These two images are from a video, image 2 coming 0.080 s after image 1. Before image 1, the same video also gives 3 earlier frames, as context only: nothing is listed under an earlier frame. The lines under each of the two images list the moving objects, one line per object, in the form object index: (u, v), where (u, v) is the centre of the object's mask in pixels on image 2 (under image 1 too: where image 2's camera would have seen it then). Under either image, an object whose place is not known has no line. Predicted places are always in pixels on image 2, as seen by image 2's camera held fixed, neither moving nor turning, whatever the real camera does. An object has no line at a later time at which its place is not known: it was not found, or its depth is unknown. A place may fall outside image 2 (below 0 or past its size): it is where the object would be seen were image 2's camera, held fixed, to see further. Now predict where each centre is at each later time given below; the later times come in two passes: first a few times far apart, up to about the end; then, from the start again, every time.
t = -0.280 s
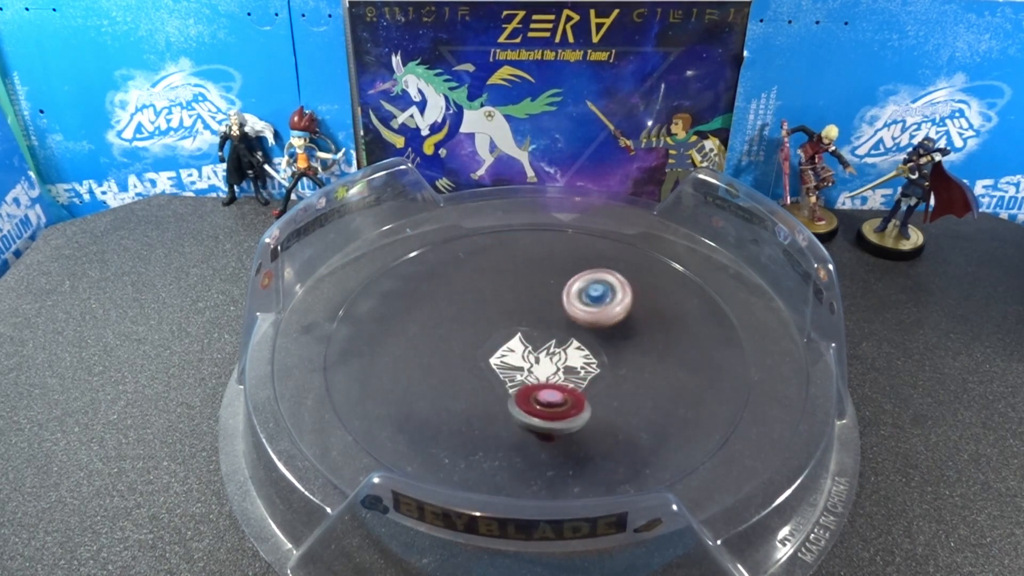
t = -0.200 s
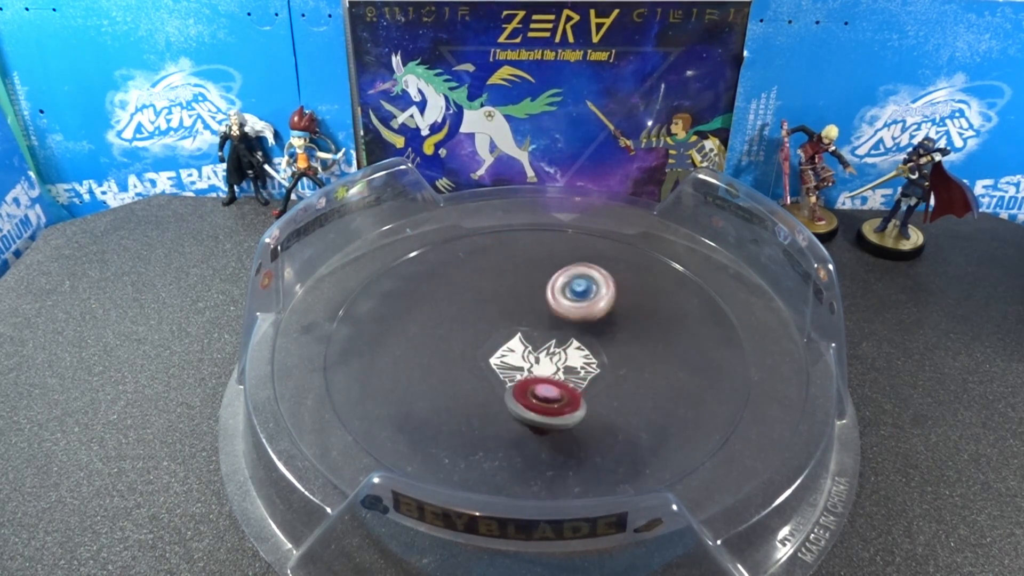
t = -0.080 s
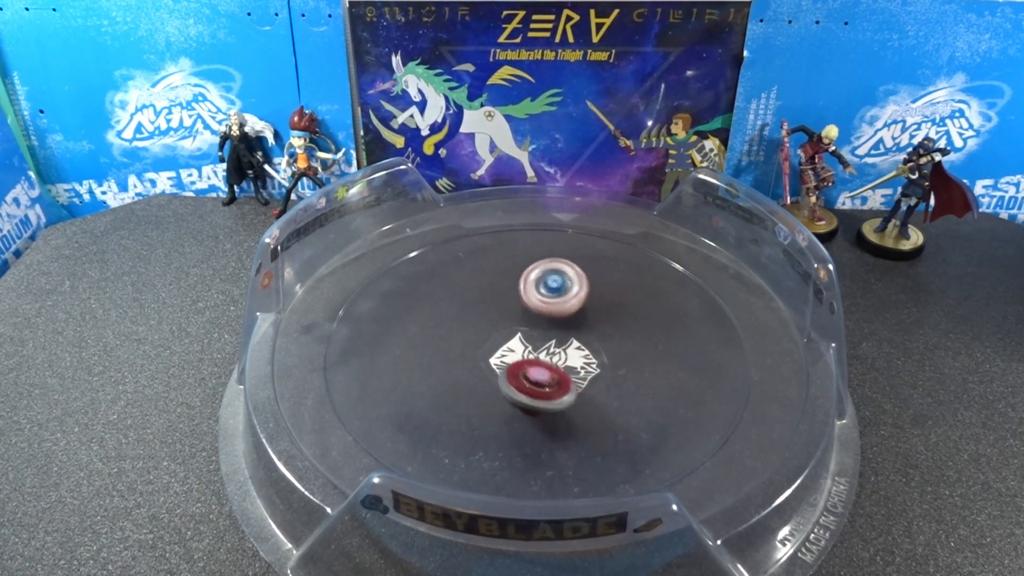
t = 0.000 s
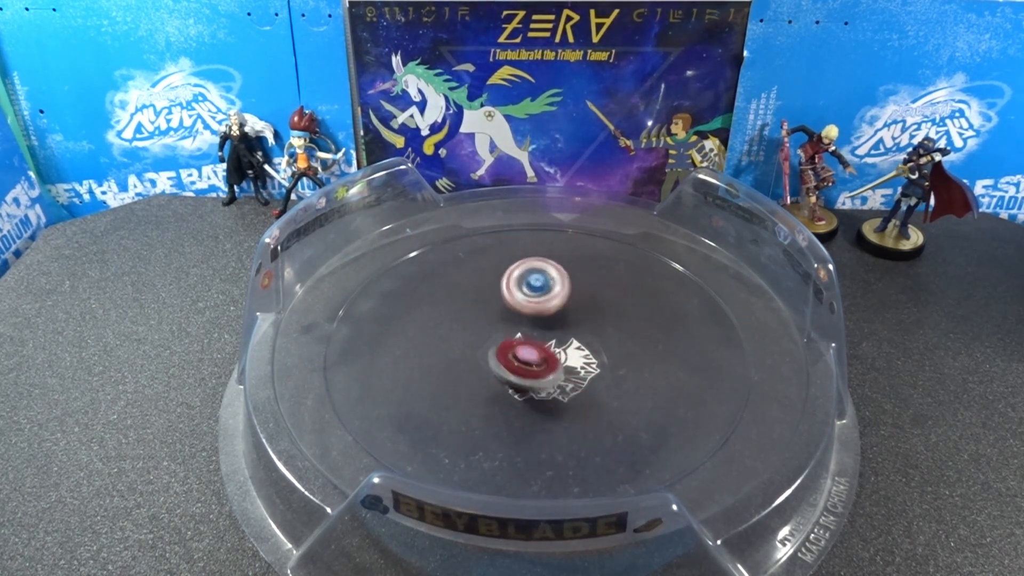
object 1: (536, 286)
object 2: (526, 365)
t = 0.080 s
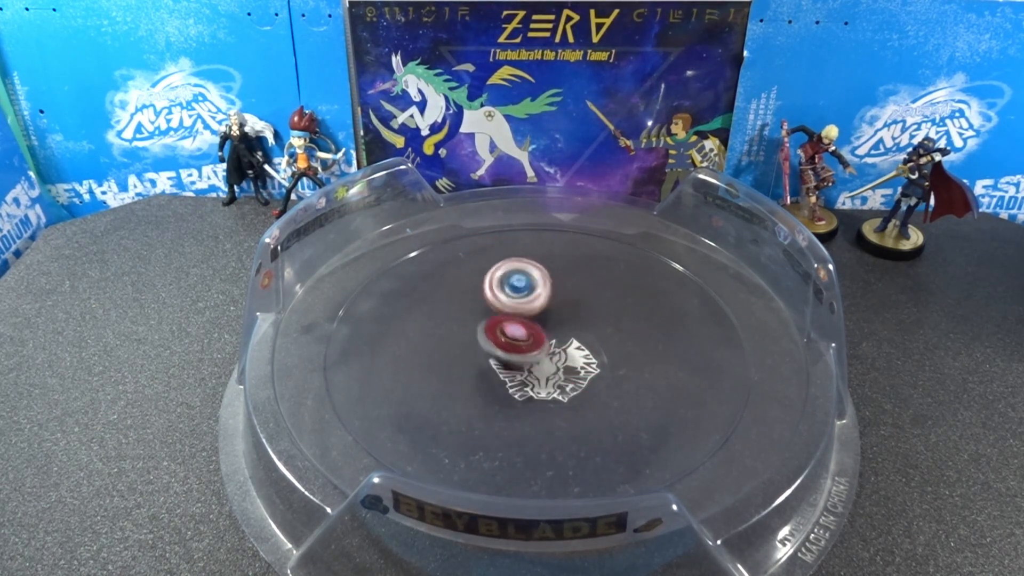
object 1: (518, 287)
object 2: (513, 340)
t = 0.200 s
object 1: (503, 275)
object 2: (493, 335)
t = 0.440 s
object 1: (494, 285)
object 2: (487, 342)
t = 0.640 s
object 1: (495, 308)
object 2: (494, 358)
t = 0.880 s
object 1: (508, 321)
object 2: (533, 407)
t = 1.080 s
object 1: (505, 353)
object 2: (550, 408)
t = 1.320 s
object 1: (475, 363)
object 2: (560, 394)
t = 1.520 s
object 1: (491, 351)
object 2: (575, 365)
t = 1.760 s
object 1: (519, 333)
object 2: (624, 306)
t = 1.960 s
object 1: (552, 355)
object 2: (607, 294)
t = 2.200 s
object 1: (524, 374)
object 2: (580, 298)
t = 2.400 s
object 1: (514, 355)
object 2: (549, 302)
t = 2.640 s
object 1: (521, 358)
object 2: (535, 295)
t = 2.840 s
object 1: (511, 374)
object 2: (530, 288)
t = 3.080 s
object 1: (512, 364)
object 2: (527, 298)
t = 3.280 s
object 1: (537, 368)
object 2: (525, 312)
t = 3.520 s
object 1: (550, 373)
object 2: (508, 325)
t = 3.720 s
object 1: (553, 367)
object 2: (495, 330)
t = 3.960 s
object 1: (572, 359)
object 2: (480, 326)
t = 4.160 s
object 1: (569, 351)
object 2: (487, 328)
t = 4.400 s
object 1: (574, 339)
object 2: (485, 332)
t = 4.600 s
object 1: (568, 337)
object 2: (488, 339)
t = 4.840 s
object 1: (565, 335)
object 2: (479, 346)
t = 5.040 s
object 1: (552, 339)
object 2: (482, 349)
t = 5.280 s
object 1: (547, 336)
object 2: (478, 353)
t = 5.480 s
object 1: (556, 333)
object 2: (476, 355)
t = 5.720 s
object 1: (561, 341)
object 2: (484, 361)
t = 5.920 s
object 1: (552, 345)
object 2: (484, 365)
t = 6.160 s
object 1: (553, 343)
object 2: (488, 367)
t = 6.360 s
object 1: (564, 335)
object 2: (492, 366)
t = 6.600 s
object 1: (568, 335)
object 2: (513, 368)
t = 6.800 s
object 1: (564, 333)
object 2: (525, 375)
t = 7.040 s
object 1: (551, 325)
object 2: (522, 376)
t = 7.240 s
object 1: (540, 317)
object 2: (517, 368)
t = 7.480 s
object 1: (537, 312)
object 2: (529, 361)
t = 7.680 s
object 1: (530, 313)
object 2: (544, 370)
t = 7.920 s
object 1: (521, 321)
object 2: (546, 371)
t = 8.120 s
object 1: (502, 333)
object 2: (552, 375)
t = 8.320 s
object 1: (483, 336)
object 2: (555, 375)
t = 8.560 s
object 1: (490, 335)
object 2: (569, 372)
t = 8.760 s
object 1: (488, 331)
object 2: (612, 365)
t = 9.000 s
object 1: (511, 337)
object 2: (618, 354)
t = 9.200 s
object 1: (526, 340)
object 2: (602, 332)
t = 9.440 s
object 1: (527, 341)
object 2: (592, 305)
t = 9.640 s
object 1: (526, 346)
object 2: (571, 303)
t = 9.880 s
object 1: (523, 356)
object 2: (533, 303)
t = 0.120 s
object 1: (511, 284)
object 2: (504, 332)
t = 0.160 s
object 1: (507, 277)
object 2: (497, 335)
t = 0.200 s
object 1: (503, 275)
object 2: (493, 335)
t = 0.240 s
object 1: (499, 275)
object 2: (491, 333)
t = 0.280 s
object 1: (496, 277)
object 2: (489, 332)
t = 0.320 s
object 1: (494, 279)
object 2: (488, 331)
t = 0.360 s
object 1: (493, 282)
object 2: (488, 331)
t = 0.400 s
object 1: (493, 283)
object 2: (487, 338)
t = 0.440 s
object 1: (494, 285)
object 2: (487, 342)
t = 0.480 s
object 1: (496, 289)
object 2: (488, 343)
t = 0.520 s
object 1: (496, 294)
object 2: (490, 345)
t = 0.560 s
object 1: (496, 300)
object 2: (492, 348)
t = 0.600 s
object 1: (496, 304)
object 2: (493, 353)
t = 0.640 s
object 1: (495, 308)
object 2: (494, 358)
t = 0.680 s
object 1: (496, 309)
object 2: (498, 371)
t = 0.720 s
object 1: (498, 309)
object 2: (504, 382)
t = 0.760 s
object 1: (500, 310)
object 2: (511, 391)
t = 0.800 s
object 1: (502, 313)
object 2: (519, 399)
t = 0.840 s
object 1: (505, 316)
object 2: (528, 404)
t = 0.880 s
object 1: (508, 321)
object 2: (533, 407)
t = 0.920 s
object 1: (510, 327)
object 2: (538, 408)
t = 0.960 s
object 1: (511, 334)
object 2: (541, 409)
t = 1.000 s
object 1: (510, 340)
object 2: (544, 409)
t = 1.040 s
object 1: (508, 347)
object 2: (547, 409)
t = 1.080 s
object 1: (505, 353)
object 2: (550, 408)
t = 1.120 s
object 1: (501, 358)
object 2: (553, 407)
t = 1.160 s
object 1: (495, 362)
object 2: (554, 405)
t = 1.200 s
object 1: (488, 365)
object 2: (555, 403)
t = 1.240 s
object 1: (482, 366)
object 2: (557, 400)
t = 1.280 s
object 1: (477, 365)
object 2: (558, 397)
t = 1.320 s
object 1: (475, 363)
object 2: (560, 394)
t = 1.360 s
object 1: (476, 361)
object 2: (561, 390)
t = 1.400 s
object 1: (479, 359)
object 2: (562, 385)
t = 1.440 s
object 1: (484, 356)
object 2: (564, 378)
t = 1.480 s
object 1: (489, 355)
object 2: (564, 371)
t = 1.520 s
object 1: (491, 351)
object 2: (575, 365)
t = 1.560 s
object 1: (487, 345)
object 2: (595, 357)
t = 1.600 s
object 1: (489, 339)
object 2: (608, 348)
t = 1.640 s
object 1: (493, 336)
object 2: (617, 335)
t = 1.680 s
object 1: (500, 333)
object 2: (622, 325)
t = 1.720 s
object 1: (509, 333)
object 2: (625, 314)
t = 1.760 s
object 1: (519, 333)
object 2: (624, 306)
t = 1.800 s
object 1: (528, 336)
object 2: (622, 300)
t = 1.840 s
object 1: (536, 339)
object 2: (619, 297)
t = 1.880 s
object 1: (543, 344)
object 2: (616, 295)
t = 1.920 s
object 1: (548, 349)
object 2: (612, 294)
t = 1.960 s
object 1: (552, 355)
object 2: (607, 294)
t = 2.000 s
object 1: (553, 361)
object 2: (603, 294)
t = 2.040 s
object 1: (551, 368)
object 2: (599, 294)
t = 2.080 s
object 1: (547, 373)
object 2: (594, 295)
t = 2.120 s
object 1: (540, 377)
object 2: (590, 296)
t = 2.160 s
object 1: (532, 377)
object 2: (586, 297)
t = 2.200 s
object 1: (524, 374)
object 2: (580, 298)
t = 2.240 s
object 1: (517, 369)
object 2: (576, 299)
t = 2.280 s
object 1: (516, 364)
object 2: (568, 303)
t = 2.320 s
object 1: (516, 358)
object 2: (559, 305)
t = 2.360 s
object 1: (518, 354)
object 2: (550, 307)
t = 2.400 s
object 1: (514, 355)
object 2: (549, 302)
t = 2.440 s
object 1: (515, 355)
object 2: (546, 302)
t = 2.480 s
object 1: (515, 353)
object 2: (543, 300)
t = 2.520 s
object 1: (516, 353)
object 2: (540, 300)
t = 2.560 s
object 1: (518, 352)
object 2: (537, 300)
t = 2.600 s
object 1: (521, 352)
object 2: (535, 300)
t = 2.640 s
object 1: (521, 358)
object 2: (535, 295)
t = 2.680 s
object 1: (520, 362)
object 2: (534, 291)
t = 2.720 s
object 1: (519, 367)
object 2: (533, 288)
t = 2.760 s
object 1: (516, 371)
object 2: (531, 288)
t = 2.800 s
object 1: (514, 373)
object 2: (530, 288)
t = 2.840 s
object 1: (511, 374)
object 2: (530, 288)
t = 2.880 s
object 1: (510, 374)
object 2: (529, 288)
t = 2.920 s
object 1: (508, 374)
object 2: (530, 289)
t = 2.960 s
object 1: (508, 373)
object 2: (530, 290)
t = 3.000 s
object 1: (508, 370)
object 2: (530, 293)
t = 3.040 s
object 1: (509, 368)
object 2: (529, 296)
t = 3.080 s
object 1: (512, 364)
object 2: (527, 298)
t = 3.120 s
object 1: (516, 362)
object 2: (526, 302)
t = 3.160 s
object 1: (522, 361)
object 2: (526, 305)
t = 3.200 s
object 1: (527, 363)
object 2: (527, 307)
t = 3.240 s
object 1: (532, 365)
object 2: (526, 311)
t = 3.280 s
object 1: (537, 368)
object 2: (525, 312)
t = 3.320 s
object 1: (540, 369)
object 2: (522, 314)
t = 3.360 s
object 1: (543, 371)
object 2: (520, 316)
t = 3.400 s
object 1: (545, 371)
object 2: (518, 319)
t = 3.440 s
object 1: (546, 372)
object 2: (514, 322)
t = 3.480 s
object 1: (549, 373)
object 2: (511, 324)
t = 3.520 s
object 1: (550, 373)
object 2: (508, 325)
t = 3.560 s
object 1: (551, 373)
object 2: (504, 327)
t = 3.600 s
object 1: (551, 372)
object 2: (502, 328)
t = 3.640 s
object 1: (552, 371)
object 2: (498, 329)
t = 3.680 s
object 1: (552, 369)
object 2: (497, 330)
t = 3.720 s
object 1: (553, 367)
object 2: (495, 330)
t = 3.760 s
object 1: (556, 364)
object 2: (491, 329)
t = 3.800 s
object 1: (560, 363)
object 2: (485, 328)
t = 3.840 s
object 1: (564, 362)
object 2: (483, 327)
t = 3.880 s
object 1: (568, 361)
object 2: (481, 326)
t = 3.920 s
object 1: (571, 359)
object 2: (481, 326)
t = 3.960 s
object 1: (572, 359)
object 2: (480, 326)
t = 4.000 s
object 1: (574, 357)
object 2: (481, 327)
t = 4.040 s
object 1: (573, 357)
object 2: (481, 326)
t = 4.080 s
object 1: (573, 355)
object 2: (483, 327)
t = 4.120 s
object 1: (571, 354)
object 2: (485, 327)
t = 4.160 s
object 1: (569, 351)
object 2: (487, 328)
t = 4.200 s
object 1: (567, 349)
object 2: (490, 329)
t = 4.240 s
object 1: (565, 347)
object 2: (493, 330)
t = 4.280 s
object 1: (569, 345)
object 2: (488, 329)
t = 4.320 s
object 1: (571, 341)
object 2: (486, 329)
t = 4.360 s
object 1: (573, 340)
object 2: (485, 330)
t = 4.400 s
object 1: (574, 339)
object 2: (485, 332)
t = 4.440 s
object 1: (575, 339)
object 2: (485, 334)
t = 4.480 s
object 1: (574, 337)
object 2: (485, 335)
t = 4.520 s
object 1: (573, 337)
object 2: (485, 336)
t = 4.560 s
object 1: (571, 337)
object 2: (486, 338)
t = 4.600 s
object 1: (568, 337)
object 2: (488, 339)
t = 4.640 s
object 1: (564, 337)
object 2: (489, 340)
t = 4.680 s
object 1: (563, 337)
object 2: (488, 342)
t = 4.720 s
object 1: (564, 336)
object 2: (481, 343)
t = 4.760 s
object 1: (565, 336)
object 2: (479, 344)
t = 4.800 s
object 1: (565, 336)
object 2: (478, 344)
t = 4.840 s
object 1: (565, 335)
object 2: (479, 346)
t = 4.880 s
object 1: (563, 336)
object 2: (479, 346)
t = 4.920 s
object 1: (562, 337)
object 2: (478, 348)
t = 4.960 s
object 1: (560, 337)
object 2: (480, 347)
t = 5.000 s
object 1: (556, 337)
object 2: (481, 349)
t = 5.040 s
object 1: (552, 339)
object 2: (482, 349)
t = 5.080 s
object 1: (553, 339)
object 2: (476, 350)
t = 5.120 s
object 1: (552, 337)
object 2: (475, 350)
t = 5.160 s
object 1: (551, 336)
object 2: (475, 351)
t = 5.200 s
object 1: (550, 336)
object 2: (476, 353)
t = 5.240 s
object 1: (549, 335)
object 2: (476, 352)
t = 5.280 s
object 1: (547, 336)
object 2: (478, 353)
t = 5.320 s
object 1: (547, 336)
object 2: (478, 353)
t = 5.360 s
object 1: (546, 335)
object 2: (479, 353)
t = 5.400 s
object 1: (547, 335)
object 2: (479, 354)
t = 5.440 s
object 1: (552, 333)
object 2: (474, 354)
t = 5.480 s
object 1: (556, 333)
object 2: (476, 355)
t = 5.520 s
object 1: (558, 333)
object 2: (477, 357)
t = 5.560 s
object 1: (561, 333)
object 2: (478, 358)
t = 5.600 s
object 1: (562, 335)
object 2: (479, 359)
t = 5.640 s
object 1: (563, 337)
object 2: (480, 359)
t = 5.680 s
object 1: (562, 339)
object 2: (482, 360)
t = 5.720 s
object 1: (561, 341)
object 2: (484, 361)
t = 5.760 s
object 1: (558, 343)
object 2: (486, 362)
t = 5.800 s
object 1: (556, 345)
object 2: (488, 362)
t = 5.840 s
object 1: (554, 346)
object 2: (486, 363)
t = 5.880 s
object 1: (553, 345)
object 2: (483, 364)
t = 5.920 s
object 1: (552, 345)
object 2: (484, 365)
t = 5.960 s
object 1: (551, 345)
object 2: (484, 366)
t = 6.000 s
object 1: (552, 343)
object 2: (482, 366)
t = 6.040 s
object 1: (553, 343)
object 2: (483, 366)
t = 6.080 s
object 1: (554, 343)
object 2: (486, 367)
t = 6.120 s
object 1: (554, 342)
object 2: (486, 366)
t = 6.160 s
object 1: (553, 343)
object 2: (488, 367)
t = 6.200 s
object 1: (553, 342)
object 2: (490, 366)
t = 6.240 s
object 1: (555, 341)
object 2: (489, 367)
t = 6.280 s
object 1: (559, 338)
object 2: (486, 366)
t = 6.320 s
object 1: (561, 337)
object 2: (489, 365)
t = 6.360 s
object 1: (564, 335)
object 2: (492, 366)
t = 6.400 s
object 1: (566, 334)
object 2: (492, 367)
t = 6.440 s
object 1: (568, 334)
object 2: (494, 368)
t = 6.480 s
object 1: (570, 334)
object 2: (497, 367)
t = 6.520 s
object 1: (569, 334)
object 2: (502, 368)
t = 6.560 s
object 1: (569, 336)
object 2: (507, 368)
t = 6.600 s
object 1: (568, 335)
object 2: (513, 368)
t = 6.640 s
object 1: (568, 335)
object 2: (518, 370)
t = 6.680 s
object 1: (567, 335)
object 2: (521, 370)
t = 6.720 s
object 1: (567, 334)
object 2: (521, 374)
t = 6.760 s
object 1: (566, 333)
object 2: (524, 374)
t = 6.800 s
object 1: (564, 333)
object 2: (525, 375)
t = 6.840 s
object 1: (561, 333)
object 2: (525, 375)
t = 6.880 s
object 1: (559, 332)
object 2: (526, 375)
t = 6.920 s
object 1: (557, 330)
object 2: (524, 378)
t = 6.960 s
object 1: (554, 328)
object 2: (522, 377)
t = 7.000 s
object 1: (553, 327)
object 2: (522, 377)
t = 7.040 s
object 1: (551, 325)
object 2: (522, 376)
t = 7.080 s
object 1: (548, 324)
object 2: (521, 375)
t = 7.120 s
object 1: (546, 323)
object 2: (522, 374)
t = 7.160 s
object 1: (543, 322)
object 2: (523, 370)
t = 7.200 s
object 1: (542, 319)
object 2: (523, 369)
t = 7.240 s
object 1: (540, 317)
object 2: (517, 368)
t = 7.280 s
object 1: (539, 314)
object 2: (519, 365)
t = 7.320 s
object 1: (538, 313)
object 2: (523, 364)
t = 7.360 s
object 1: (538, 312)
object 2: (525, 363)
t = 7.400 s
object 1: (538, 312)
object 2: (526, 363)
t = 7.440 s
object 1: (537, 312)
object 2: (527, 363)
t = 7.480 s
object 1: (537, 312)
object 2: (529, 361)
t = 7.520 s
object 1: (535, 312)
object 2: (532, 361)
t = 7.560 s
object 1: (534, 313)
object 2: (534, 361)
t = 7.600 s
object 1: (532, 312)
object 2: (536, 366)
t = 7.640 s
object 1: (531, 312)
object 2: (540, 367)
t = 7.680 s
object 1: (530, 313)
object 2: (544, 370)
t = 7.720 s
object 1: (529, 313)
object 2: (544, 372)
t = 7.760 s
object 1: (528, 313)
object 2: (545, 372)
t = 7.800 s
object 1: (526, 315)
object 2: (545, 373)
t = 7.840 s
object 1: (525, 316)
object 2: (546, 371)
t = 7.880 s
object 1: (523, 319)
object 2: (547, 371)
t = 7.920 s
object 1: (521, 321)
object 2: (546, 371)
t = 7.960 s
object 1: (519, 323)
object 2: (546, 369)
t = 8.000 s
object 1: (514, 325)
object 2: (546, 369)
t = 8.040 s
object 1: (510, 327)
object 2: (545, 372)
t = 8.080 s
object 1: (506, 331)
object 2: (546, 375)
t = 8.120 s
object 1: (502, 333)
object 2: (552, 375)
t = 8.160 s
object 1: (498, 335)
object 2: (556, 377)
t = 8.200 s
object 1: (493, 336)
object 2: (557, 379)
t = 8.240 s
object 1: (488, 336)
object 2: (554, 379)
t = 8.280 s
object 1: (485, 336)
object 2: (553, 378)
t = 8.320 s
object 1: (483, 336)
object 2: (555, 375)
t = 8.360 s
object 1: (484, 336)
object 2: (553, 376)
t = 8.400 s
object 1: (486, 336)
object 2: (551, 374)
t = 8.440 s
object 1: (489, 337)
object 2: (550, 371)
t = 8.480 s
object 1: (491, 338)
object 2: (552, 369)
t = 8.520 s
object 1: (493, 338)
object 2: (552, 366)
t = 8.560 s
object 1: (490, 335)
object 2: (569, 372)
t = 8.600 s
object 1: (487, 334)
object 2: (579, 373)
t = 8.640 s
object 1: (488, 334)
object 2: (590, 370)
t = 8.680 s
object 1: (489, 332)
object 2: (599, 369)
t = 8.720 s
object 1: (487, 331)
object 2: (607, 368)
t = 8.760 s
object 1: (488, 331)
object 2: (612, 365)
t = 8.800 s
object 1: (491, 331)
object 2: (616, 362)
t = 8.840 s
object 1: (493, 331)
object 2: (618, 361)
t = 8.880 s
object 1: (498, 332)
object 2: (619, 359)
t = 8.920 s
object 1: (503, 334)
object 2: (619, 359)
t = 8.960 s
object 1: (507, 335)
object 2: (618, 357)
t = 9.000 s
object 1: (511, 337)
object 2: (618, 354)
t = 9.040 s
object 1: (517, 338)
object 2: (615, 351)
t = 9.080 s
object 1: (521, 339)
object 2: (611, 347)
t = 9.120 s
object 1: (525, 339)
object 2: (608, 343)
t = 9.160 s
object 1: (528, 339)
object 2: (601, 337)
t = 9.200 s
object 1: (526, 340)
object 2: (602, 332)
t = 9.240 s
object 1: (527, 341)
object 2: (602, 327)
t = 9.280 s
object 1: (531, 340)
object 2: (598, 320)
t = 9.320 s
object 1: (529, 339)
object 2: (599, 315)
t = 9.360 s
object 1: (527, 340)
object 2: (599, 310)
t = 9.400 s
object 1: (528, 341)
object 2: (597, 307)
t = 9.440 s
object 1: (527, 341)
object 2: (592, 305)
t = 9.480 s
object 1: (526, 342)
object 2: (590, 303)
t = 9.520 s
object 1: (526, 342)
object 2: (587, 303)
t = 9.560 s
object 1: (525, 344)
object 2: (583, 301)
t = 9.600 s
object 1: (525, 345)
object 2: (580, 301)
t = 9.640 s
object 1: (526, 346)
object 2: (571, 303)
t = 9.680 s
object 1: (526, 347)
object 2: (565, 304)
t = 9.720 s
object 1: (525, 349)
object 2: (558, 305)
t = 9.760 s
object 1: (524, 351)
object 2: (552, 303)
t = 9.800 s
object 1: (525, 353)
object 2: (546, 304)
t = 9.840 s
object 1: (524, 355)
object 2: (539, 304)
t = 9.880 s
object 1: (523, 356)
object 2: (533, 303)
